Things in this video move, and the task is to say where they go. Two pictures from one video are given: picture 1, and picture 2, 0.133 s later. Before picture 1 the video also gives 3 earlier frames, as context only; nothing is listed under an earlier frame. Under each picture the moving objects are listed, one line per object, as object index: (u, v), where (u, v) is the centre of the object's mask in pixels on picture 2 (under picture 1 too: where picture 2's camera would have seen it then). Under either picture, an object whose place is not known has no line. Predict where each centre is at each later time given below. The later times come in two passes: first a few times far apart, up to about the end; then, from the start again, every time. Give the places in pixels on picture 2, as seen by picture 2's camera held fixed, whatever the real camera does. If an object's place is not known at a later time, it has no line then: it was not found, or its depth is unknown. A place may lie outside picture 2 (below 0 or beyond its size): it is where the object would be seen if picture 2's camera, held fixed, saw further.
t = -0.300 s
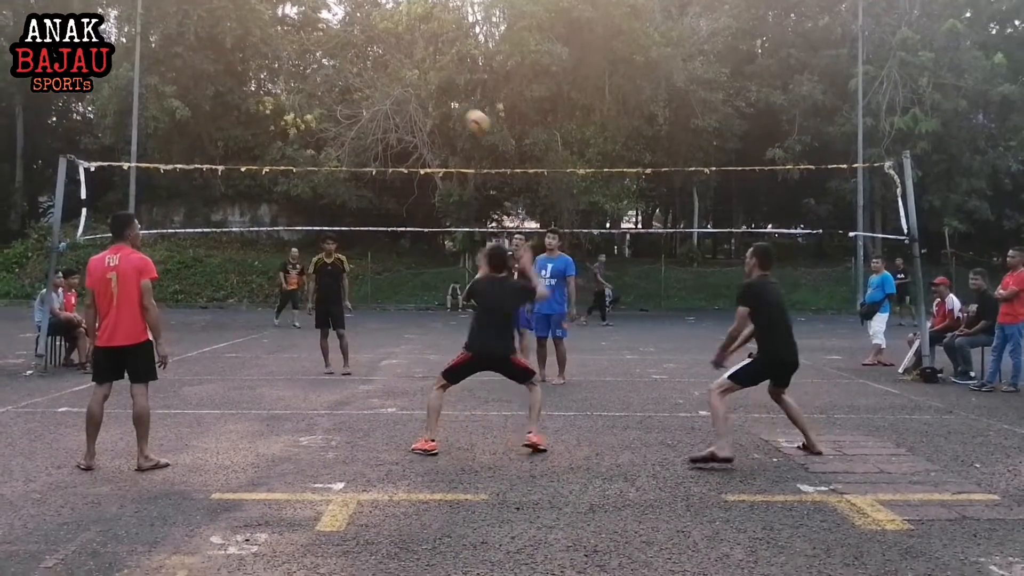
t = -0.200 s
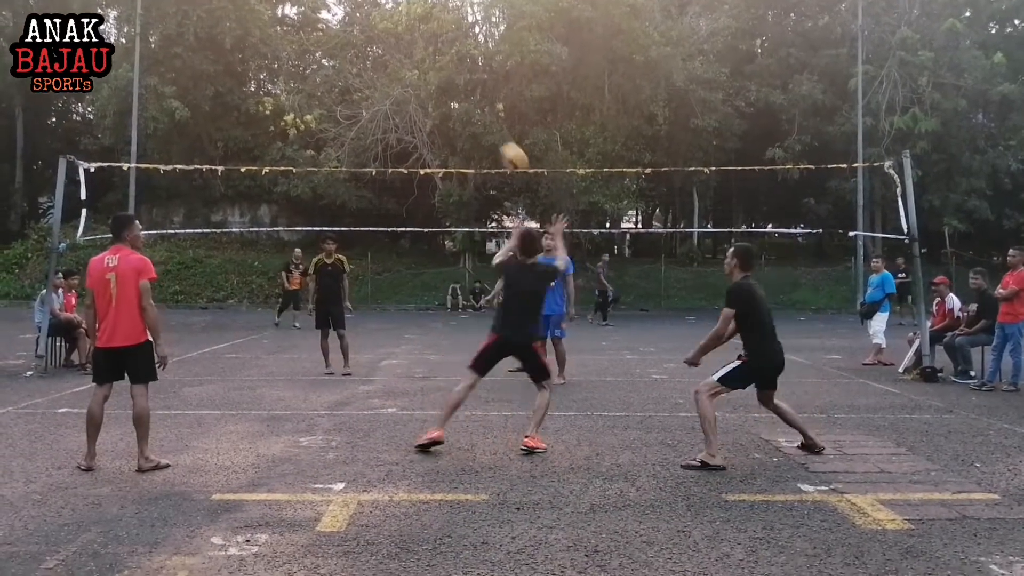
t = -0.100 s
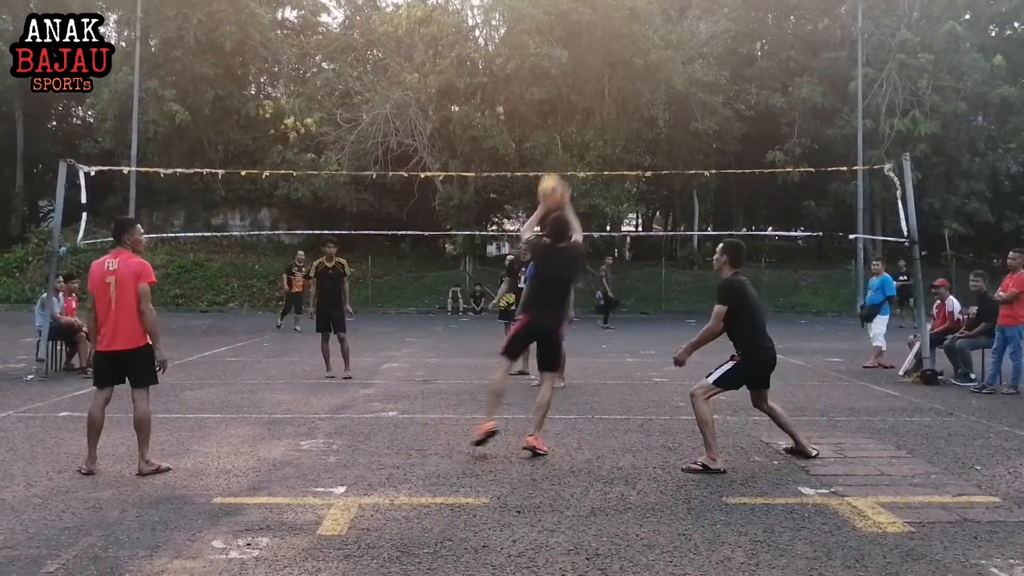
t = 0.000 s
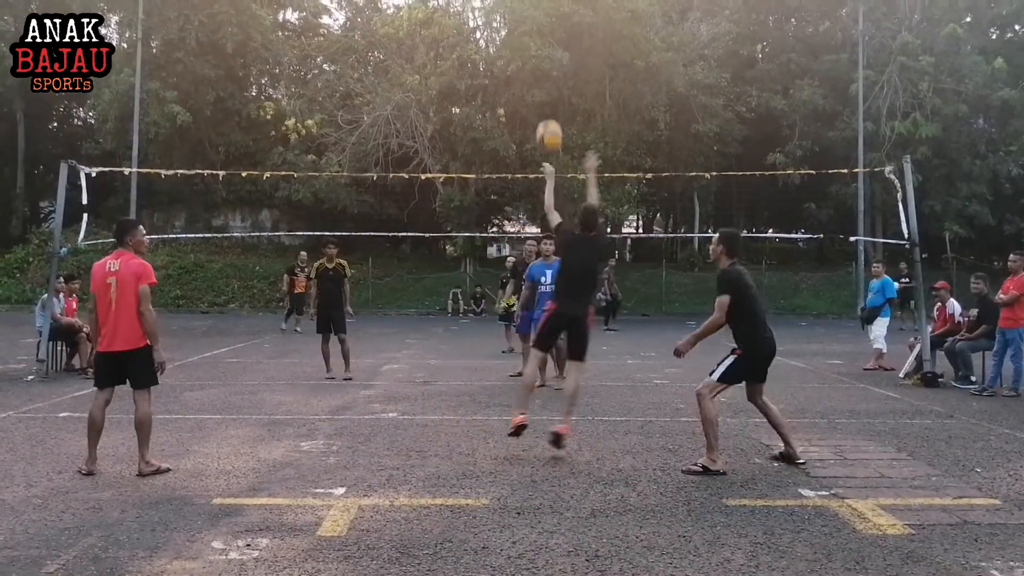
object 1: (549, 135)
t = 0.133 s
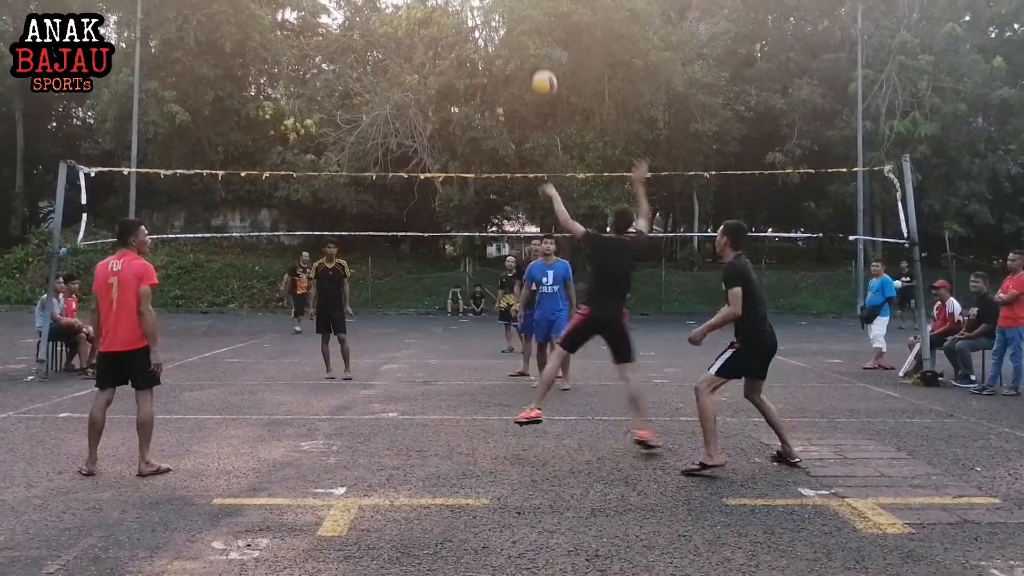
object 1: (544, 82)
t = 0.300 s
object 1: (540, 54)
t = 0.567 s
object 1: (536, 75)
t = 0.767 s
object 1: (532, 139)
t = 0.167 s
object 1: (544, 74)
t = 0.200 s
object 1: (543, 66)
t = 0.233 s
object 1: (542, 62)
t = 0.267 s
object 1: (541, 59)
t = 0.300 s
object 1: (540, 54)
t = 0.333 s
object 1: (539, 52)
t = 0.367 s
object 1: (539, 52)
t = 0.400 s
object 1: (538, 52)
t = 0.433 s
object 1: (538, 54)
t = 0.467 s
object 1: (537, 57)
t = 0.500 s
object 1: (537, 62)
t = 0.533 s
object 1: (537, 67)
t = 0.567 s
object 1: (536, 75)
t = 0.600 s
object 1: (534, 83)
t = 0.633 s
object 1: (534, 92)
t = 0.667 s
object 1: (533, 102)
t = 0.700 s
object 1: (533, 114)
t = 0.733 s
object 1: (532, 126)
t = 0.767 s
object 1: (532, 139)
